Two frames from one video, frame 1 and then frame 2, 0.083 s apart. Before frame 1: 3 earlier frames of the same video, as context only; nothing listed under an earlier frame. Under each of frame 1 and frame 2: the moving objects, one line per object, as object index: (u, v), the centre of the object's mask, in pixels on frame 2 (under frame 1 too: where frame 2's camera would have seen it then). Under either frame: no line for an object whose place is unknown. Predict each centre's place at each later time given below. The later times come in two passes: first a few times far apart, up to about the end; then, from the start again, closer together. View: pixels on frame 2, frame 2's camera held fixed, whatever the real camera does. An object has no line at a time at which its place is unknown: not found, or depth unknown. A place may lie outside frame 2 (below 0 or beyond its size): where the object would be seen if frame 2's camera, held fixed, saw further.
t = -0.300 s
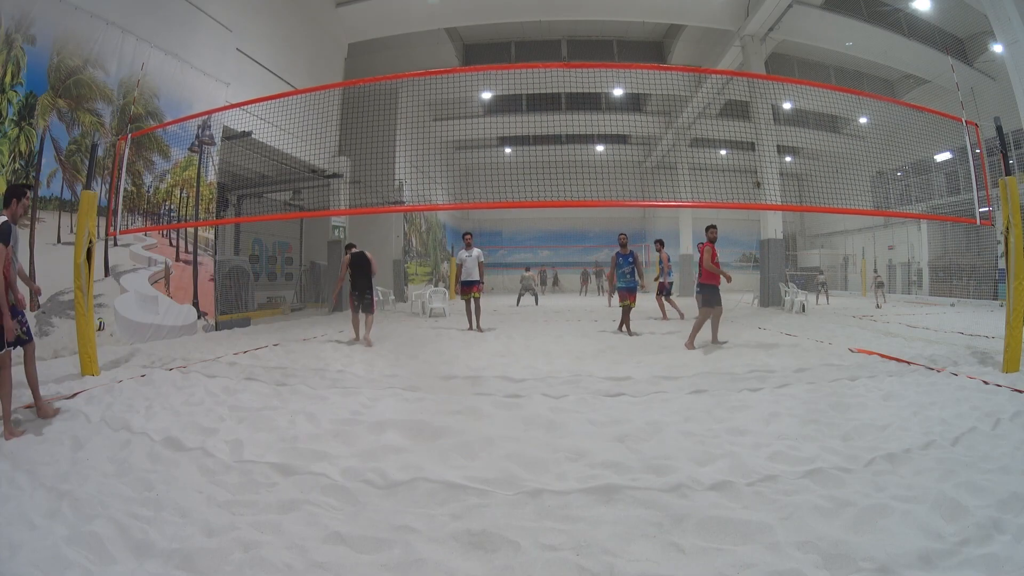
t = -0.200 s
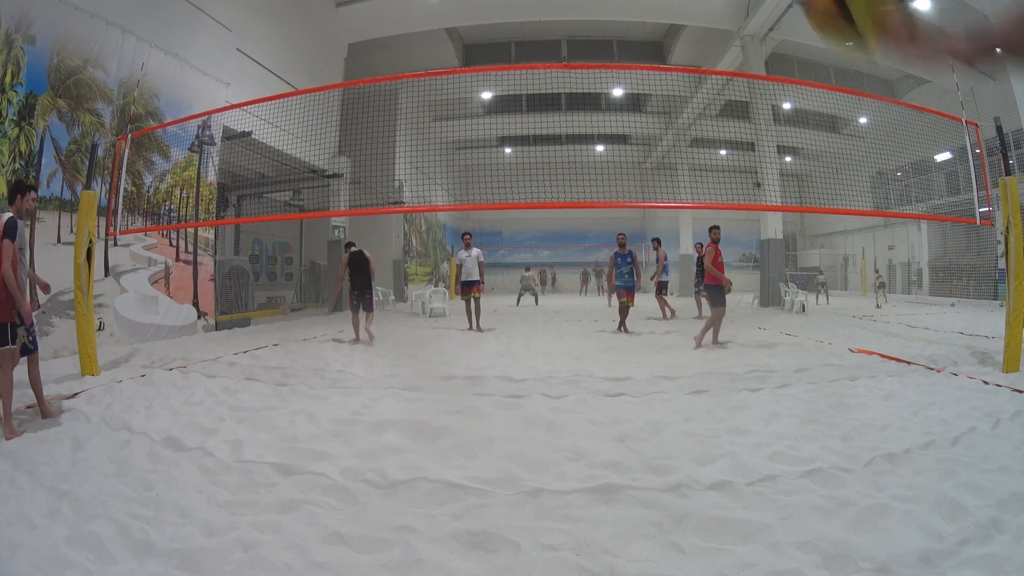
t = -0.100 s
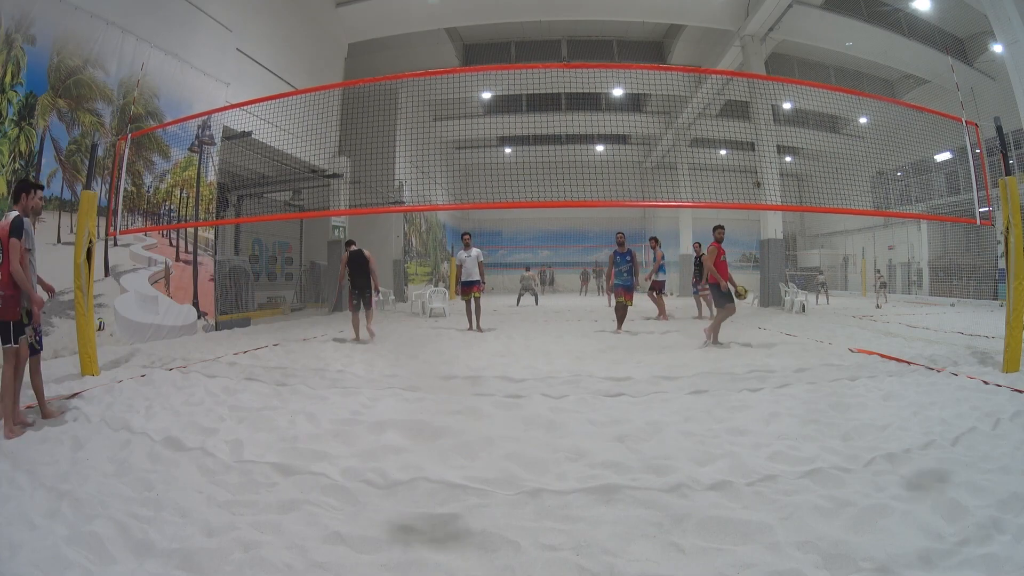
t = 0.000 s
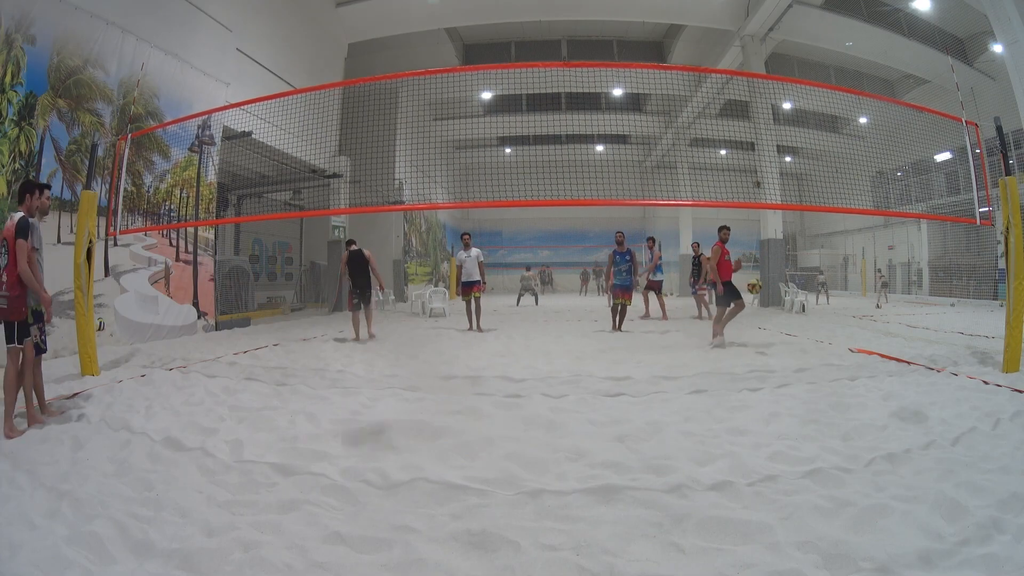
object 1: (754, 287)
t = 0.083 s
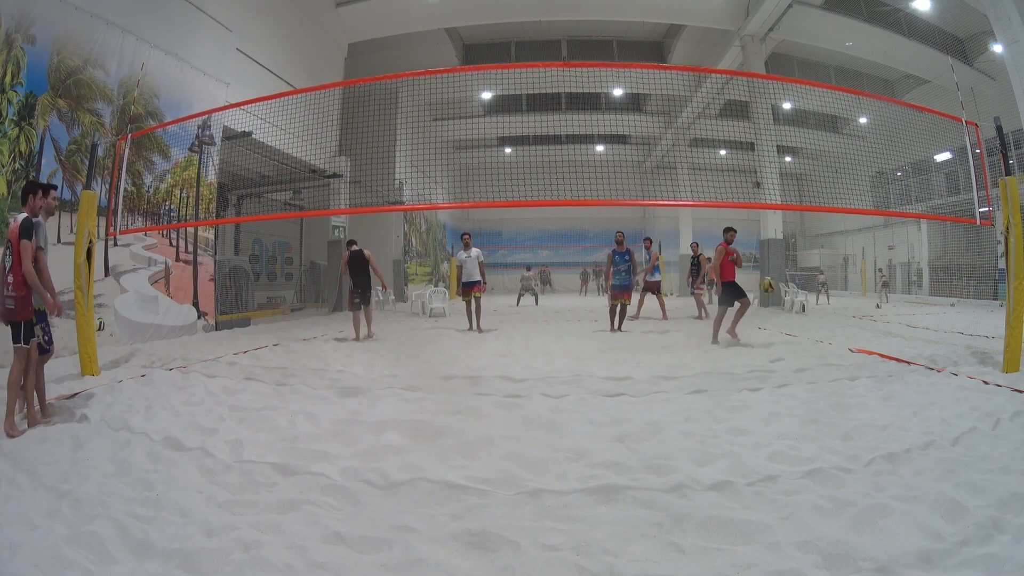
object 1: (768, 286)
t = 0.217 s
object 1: (791, 298)
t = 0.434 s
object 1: (842, 373)
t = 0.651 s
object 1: (878, 334)
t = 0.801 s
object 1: (904, 315)
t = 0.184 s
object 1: (785, 292)
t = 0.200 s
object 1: (789, 296)
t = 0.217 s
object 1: (791, 298)
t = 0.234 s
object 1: (794, 301)
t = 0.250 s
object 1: (798, 304)
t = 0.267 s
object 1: (802, 308)
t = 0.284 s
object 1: (805, 311)
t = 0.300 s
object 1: (809, 316)
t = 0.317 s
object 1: (813, 322)
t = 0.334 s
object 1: (817, 327)
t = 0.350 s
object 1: (821, 333)
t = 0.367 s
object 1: (825, 340)
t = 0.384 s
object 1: (829, 347)
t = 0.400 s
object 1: (833, 355)
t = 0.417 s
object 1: (837, 364)
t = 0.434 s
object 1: (842, 373)
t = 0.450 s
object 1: (846, 384)
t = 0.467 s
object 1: (850, 388)
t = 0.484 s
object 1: (852, 383)
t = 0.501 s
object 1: (854, 377)
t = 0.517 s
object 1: (857, 371)
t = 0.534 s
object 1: (860, 366)
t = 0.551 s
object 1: (862, 360)
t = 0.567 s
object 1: (865, 355)
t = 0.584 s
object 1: (867, 350)
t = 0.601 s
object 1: (870, 346)
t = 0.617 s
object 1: (873, 342)
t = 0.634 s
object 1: (876, 337)
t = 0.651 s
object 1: (878, 334)
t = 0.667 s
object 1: (881, 330)
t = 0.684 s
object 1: (883, 327)
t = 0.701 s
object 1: (886, 324)
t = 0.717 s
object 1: (889, 321)
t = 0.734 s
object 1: (891, 320)
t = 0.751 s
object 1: (895, 318)
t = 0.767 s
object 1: (897, 317)
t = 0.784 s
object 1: (901, 316)
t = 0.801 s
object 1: (904, 315)
